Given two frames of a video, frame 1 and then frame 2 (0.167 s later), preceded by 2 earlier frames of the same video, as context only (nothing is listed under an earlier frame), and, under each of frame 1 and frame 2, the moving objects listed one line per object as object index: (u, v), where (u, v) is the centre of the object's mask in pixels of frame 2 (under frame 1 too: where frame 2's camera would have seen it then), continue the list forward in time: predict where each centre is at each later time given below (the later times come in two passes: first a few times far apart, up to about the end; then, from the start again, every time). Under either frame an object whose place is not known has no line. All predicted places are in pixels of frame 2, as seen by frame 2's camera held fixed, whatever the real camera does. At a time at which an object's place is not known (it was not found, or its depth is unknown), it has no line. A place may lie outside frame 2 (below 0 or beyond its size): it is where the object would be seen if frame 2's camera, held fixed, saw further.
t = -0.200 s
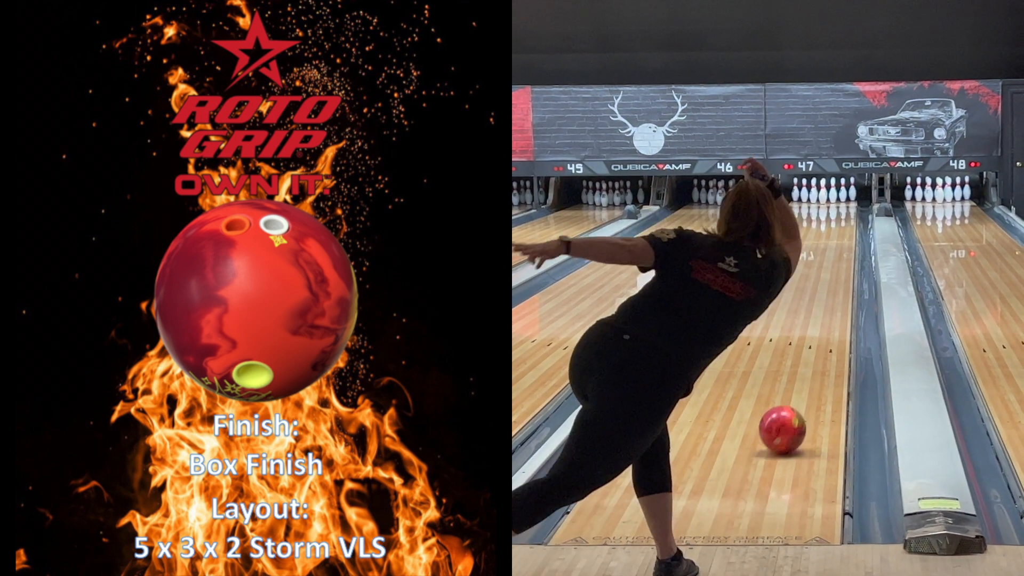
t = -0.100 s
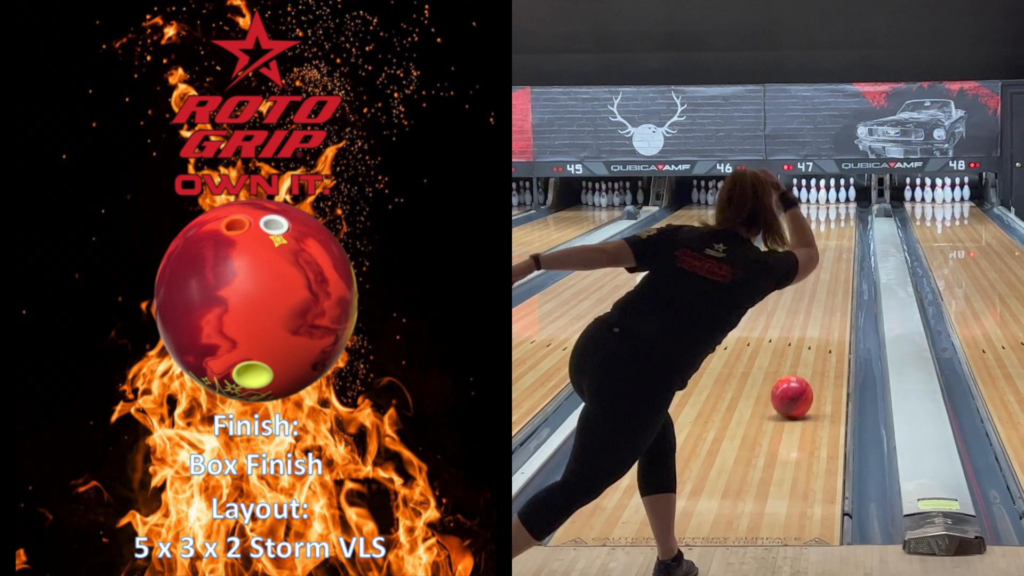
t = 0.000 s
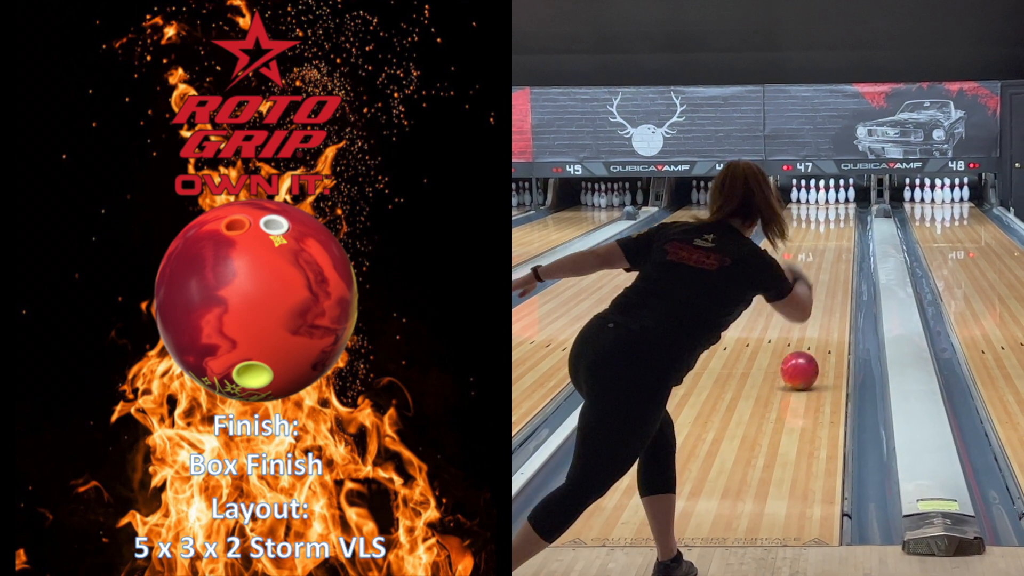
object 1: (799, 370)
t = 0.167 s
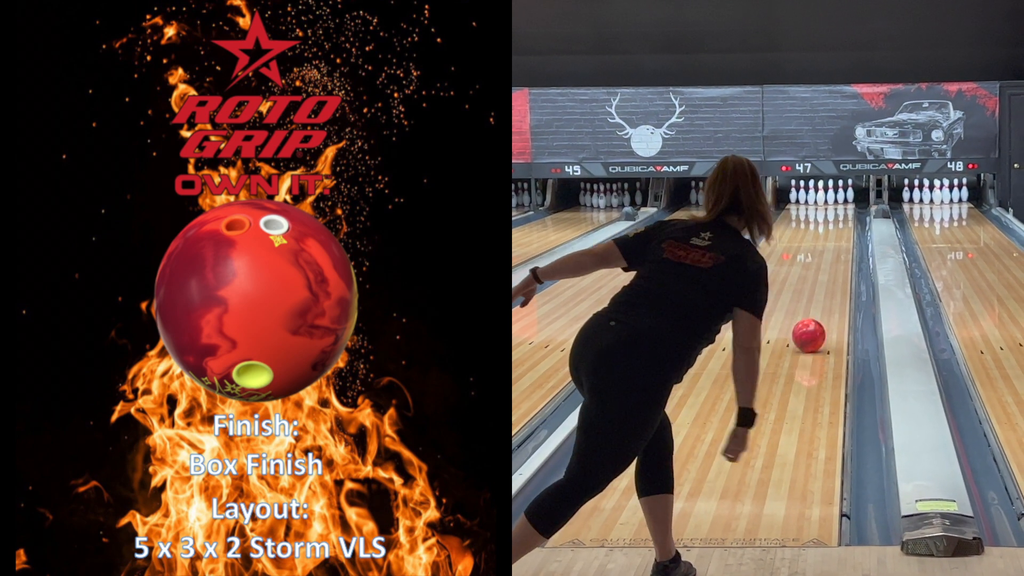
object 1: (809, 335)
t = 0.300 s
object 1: (815, 314)
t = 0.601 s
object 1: (825, 277)
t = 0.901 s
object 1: (831, 251)
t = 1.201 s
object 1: (835, 232)
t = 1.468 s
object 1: (835, 220)
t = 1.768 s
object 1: (833, 209)
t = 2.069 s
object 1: (827, 201)
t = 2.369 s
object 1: (831, 196)
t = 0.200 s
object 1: (810, 329)
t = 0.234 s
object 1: (812, 324)
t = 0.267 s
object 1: (813, 319)
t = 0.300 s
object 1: (815, 314)
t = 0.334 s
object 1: (816, 309)
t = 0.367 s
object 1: (817, 304)
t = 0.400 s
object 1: (819, 300)
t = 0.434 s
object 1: (820, 296)
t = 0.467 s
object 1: (821, 291)
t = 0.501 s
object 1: (822, 287)
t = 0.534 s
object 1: (823, 284)
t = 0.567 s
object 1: (824, 280)
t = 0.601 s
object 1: (825, 277)
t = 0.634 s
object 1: (826, 273)
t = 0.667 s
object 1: (827, 270)
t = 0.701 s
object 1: (827, 267)
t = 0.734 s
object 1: (828, 264)
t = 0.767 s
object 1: (829, 262)
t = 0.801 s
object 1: (829, 259)
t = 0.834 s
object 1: (830, 256)
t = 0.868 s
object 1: (831, 254)
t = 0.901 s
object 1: (831, 251)
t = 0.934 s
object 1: (832, 249)
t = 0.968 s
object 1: (832, 247)
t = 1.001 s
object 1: (833, 244)
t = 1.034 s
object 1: (833, 242)
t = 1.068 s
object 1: (834, 240)
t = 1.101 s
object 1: (834, 238)
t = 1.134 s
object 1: (834, 236)
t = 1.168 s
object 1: (835, 234)
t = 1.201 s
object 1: (835, 232)
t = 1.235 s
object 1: (835, 231)
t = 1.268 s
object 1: (835, 229)
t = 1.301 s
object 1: (835, 228)
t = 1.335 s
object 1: (835, 226)
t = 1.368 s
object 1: (836, 224)
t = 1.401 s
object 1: (835, 223)
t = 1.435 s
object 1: (836, 221)
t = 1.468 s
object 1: (835, 220)
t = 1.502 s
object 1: (835, 219)
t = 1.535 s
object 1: (835, 217)
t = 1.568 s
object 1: (835, 216)
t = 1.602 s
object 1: (835, 215)
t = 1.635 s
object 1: (834, 214)
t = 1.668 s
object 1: (834, 213)
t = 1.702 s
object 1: (833, 211)
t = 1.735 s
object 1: (833, 211)
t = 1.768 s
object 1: (833, 209)
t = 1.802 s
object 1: (832, 209)
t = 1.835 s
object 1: (831, 207)
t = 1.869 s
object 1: (831, 206)
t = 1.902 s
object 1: (831, 206)
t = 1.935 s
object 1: (830, 205)
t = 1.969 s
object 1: (829, 204)
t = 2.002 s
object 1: (828, 203)
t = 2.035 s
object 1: (828, 202)
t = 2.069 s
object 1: (827, 201)
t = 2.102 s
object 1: (827, 200)
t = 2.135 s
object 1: (827, 199)
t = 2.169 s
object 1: (827, 199)
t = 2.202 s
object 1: (828, 198)
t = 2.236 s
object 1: (828, 198)
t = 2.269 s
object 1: (828, 198)
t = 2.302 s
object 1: (829, 197)
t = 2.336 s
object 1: (830, 197)
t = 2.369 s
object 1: (831, 196)
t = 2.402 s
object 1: (832, 196)
